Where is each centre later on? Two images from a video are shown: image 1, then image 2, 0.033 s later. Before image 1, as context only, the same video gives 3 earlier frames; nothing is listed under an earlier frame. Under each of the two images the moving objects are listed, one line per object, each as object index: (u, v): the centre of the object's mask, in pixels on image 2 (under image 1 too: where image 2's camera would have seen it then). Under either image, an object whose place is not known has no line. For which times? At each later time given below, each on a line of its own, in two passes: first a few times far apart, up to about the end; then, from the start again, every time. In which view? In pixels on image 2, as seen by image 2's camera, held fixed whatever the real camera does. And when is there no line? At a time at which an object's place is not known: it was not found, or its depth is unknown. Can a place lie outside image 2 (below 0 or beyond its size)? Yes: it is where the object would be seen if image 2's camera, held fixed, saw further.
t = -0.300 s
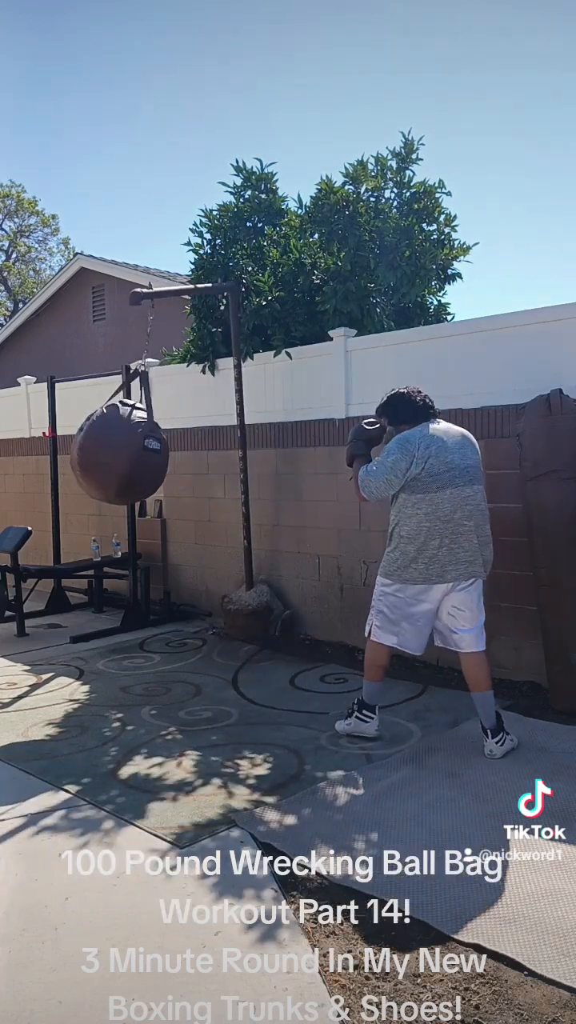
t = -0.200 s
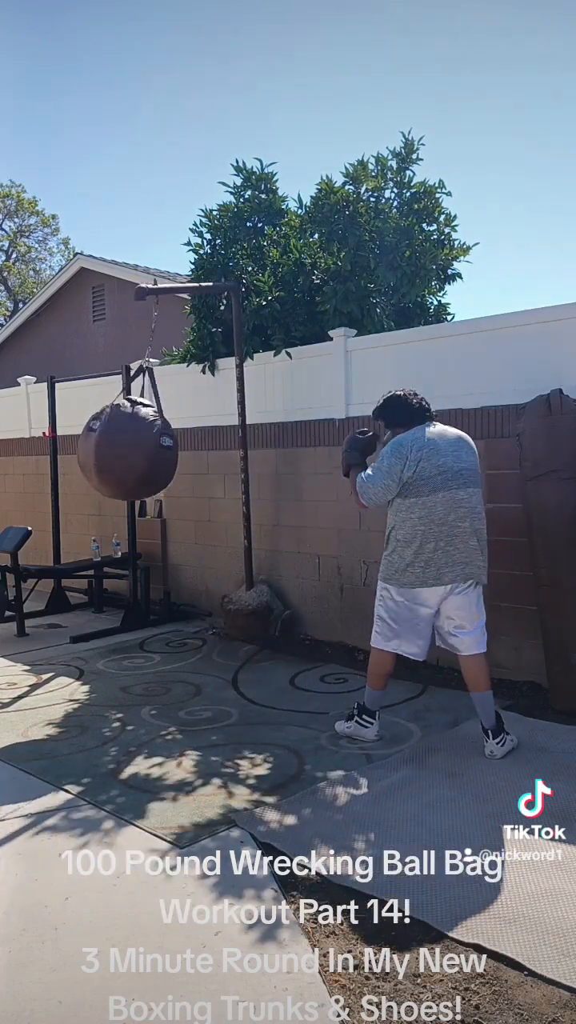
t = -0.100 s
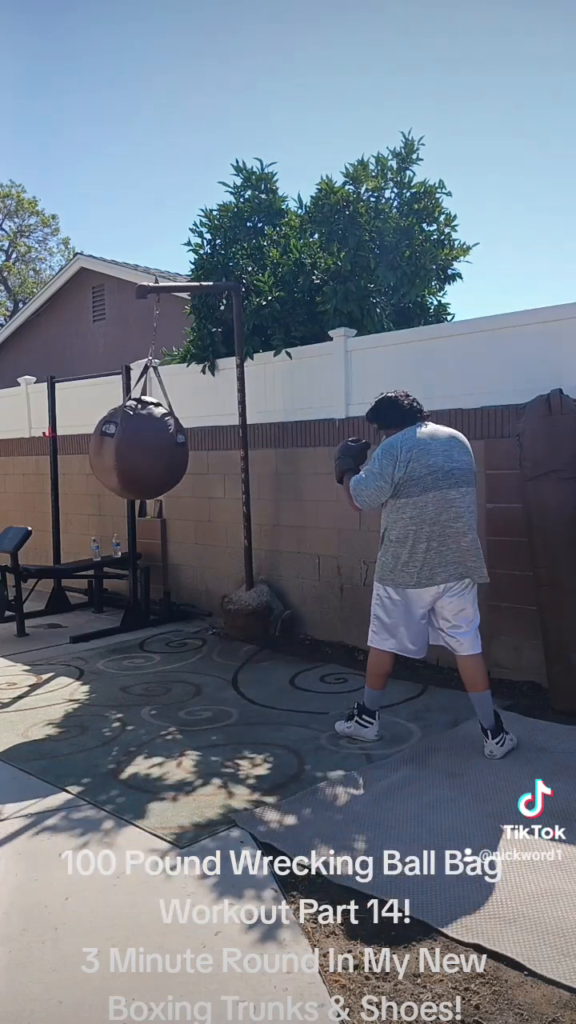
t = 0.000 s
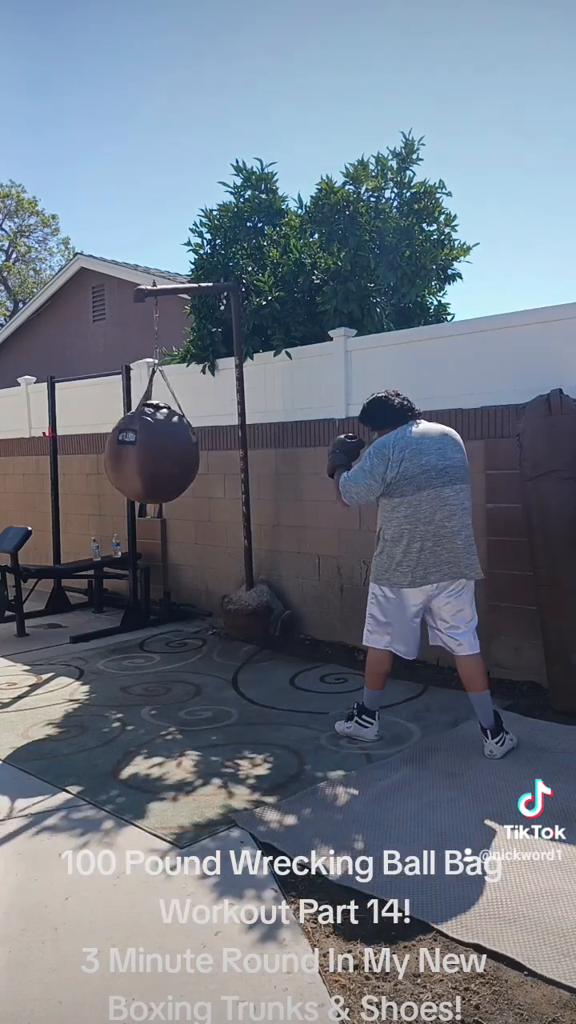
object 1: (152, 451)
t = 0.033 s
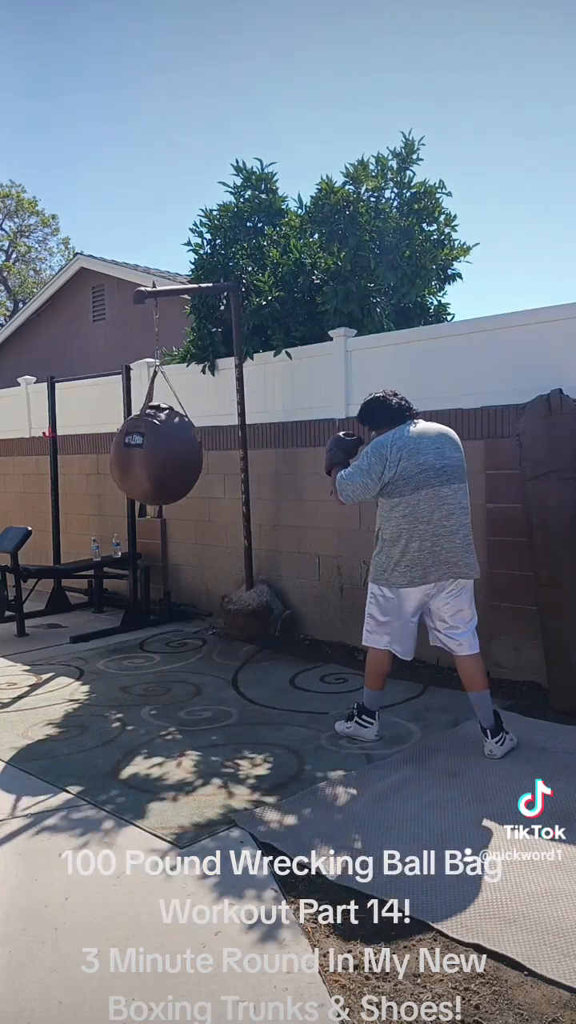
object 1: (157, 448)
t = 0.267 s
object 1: (185, 444)
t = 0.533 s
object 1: (206, 443)
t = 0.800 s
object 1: (211, 445)
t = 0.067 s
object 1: (161, 449)
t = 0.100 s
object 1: (166, 449)
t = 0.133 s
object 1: (170, 453)
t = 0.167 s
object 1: (174, 451)
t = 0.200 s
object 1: (178, 449)
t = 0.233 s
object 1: (182, 447)
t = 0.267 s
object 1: (185, 444)
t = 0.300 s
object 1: (189, 441)
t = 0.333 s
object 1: (192, 440)
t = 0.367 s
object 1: (195, 440)
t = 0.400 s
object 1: (198, 442)
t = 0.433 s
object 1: (200, 441)
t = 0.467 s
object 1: (202, 441)
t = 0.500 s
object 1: (205, 444)
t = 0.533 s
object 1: (206, 443)
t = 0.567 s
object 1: (209, 446)
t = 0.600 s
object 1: (210, 447)
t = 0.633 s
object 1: (211, 447)
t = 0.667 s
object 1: (212, 447)
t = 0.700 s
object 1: (211, 445)
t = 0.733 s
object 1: (211, 445)
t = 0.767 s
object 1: (212, 447)
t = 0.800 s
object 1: (211, 445)
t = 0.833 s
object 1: (210, 445)
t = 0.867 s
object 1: (209, 445)
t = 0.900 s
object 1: (207, 446)
